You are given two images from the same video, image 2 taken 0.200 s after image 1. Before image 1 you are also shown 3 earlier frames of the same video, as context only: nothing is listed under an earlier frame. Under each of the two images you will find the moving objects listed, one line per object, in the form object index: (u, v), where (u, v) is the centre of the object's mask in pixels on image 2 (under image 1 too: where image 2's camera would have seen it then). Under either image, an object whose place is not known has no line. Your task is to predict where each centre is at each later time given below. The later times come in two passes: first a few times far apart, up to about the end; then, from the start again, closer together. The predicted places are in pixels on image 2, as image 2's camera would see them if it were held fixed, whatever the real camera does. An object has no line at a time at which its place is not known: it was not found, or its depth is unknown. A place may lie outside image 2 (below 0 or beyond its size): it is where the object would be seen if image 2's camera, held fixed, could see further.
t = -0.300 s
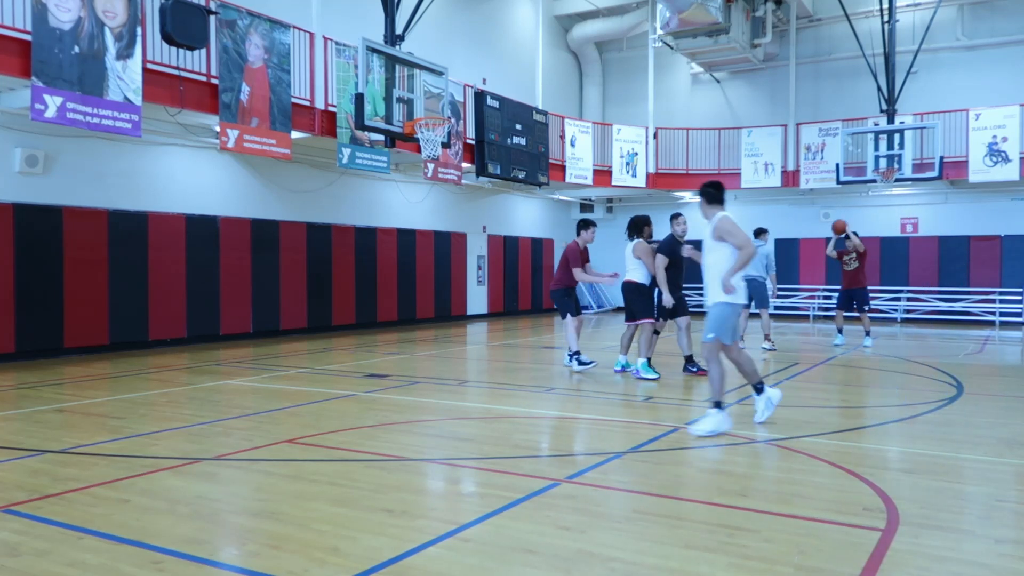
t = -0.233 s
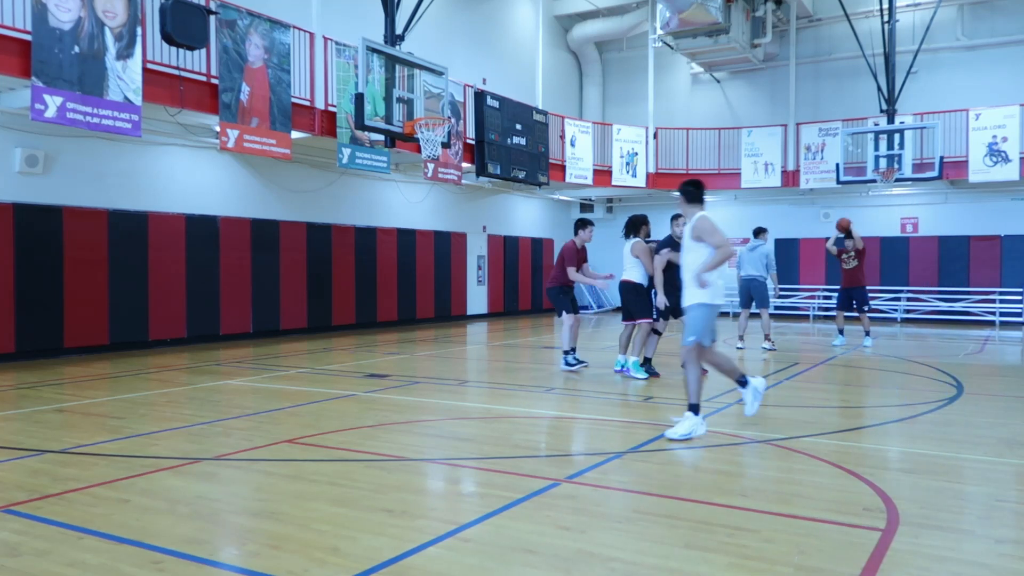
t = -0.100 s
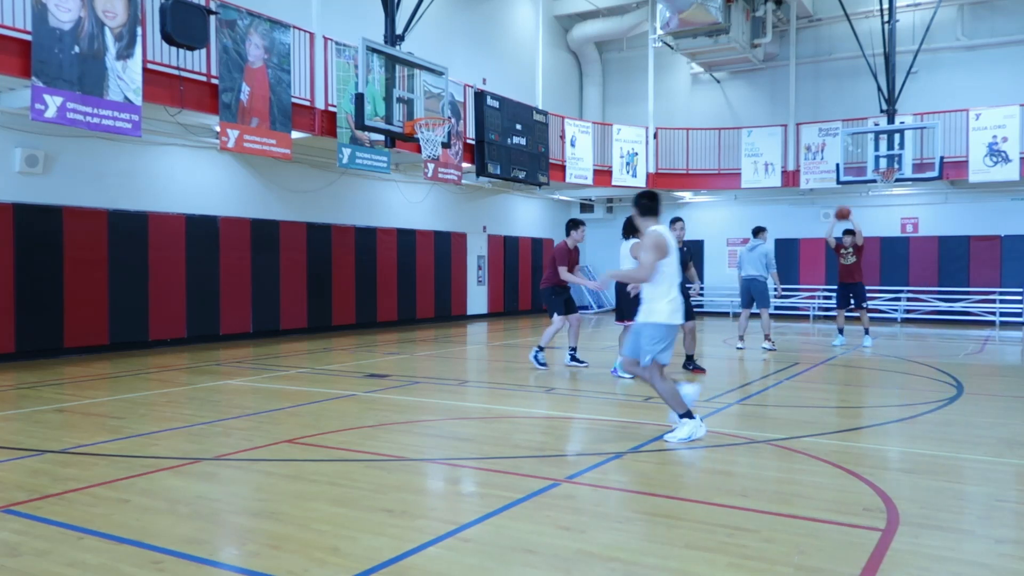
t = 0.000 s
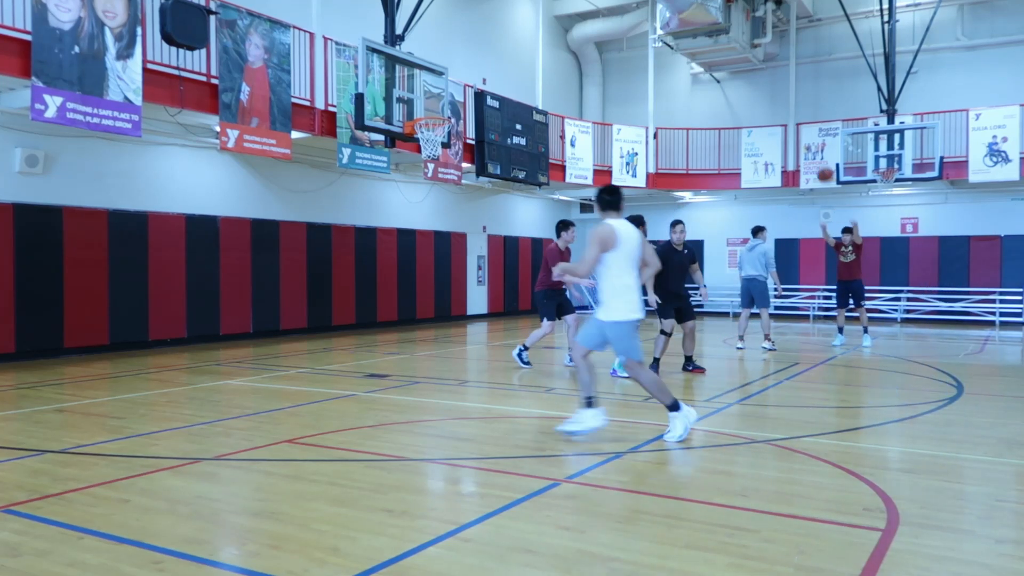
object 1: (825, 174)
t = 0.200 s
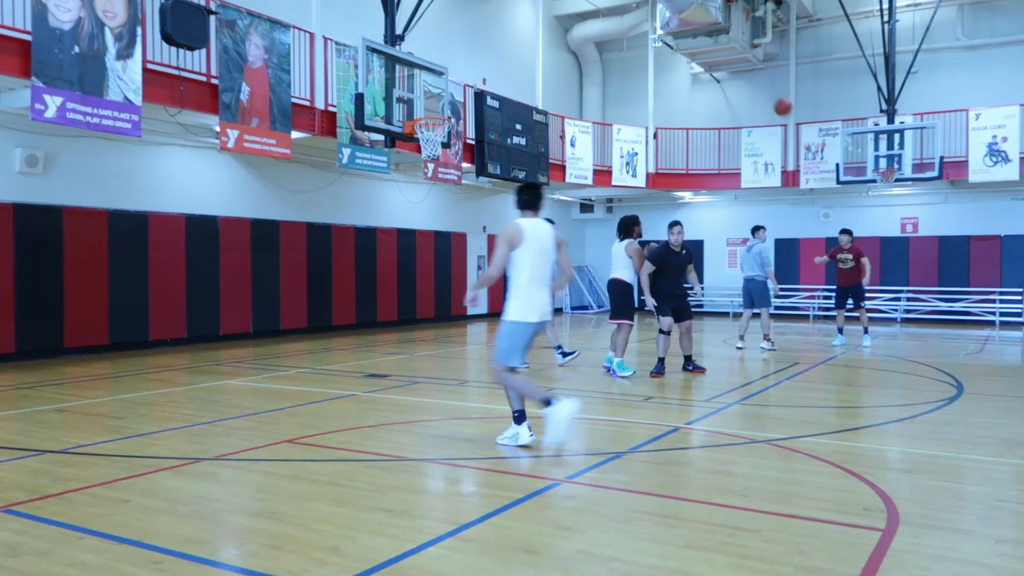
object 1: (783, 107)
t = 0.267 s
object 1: (767, 89)
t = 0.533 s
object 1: (695, 41)
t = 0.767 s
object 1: (615, 47)
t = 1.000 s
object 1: (510, 117)
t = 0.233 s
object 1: (775, 97)
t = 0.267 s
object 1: (767, 89)
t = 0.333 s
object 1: (750, 72)
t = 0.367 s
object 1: (741, 66)
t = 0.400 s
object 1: (733, 59)
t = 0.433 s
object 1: (724, 53)
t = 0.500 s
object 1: (705, 44)
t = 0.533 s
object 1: (695, 41)
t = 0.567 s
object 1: (685, 39)
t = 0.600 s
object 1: (674, 38)
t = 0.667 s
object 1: (651, 38)
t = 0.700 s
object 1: (639, 40)
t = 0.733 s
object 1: (627, 43)
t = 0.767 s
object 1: (615, 47)
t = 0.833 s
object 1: (588, 59)
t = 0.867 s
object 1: (573, 67)
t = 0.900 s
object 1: (559, 77)
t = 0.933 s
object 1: (543, 88)
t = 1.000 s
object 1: (510, 117)
